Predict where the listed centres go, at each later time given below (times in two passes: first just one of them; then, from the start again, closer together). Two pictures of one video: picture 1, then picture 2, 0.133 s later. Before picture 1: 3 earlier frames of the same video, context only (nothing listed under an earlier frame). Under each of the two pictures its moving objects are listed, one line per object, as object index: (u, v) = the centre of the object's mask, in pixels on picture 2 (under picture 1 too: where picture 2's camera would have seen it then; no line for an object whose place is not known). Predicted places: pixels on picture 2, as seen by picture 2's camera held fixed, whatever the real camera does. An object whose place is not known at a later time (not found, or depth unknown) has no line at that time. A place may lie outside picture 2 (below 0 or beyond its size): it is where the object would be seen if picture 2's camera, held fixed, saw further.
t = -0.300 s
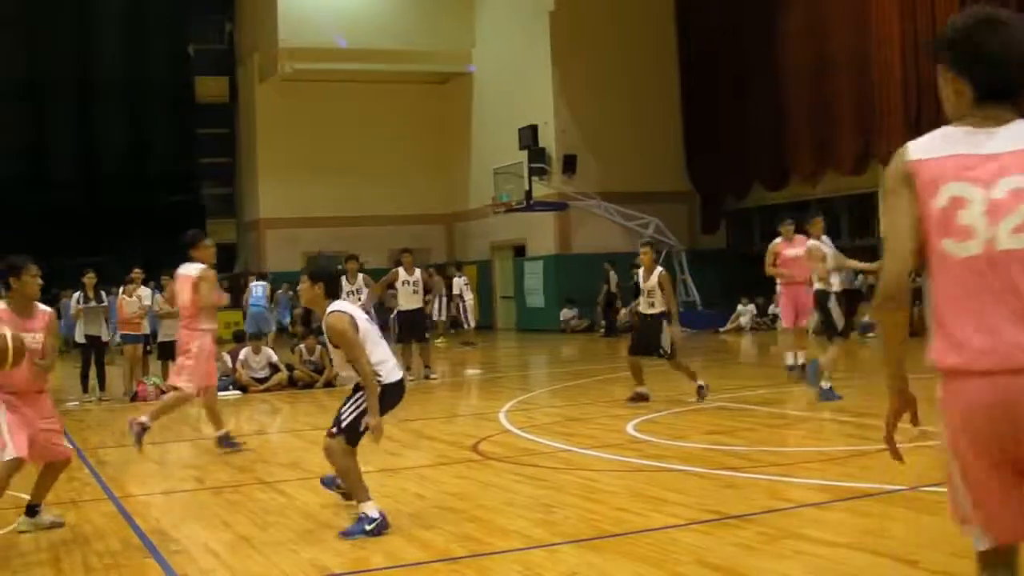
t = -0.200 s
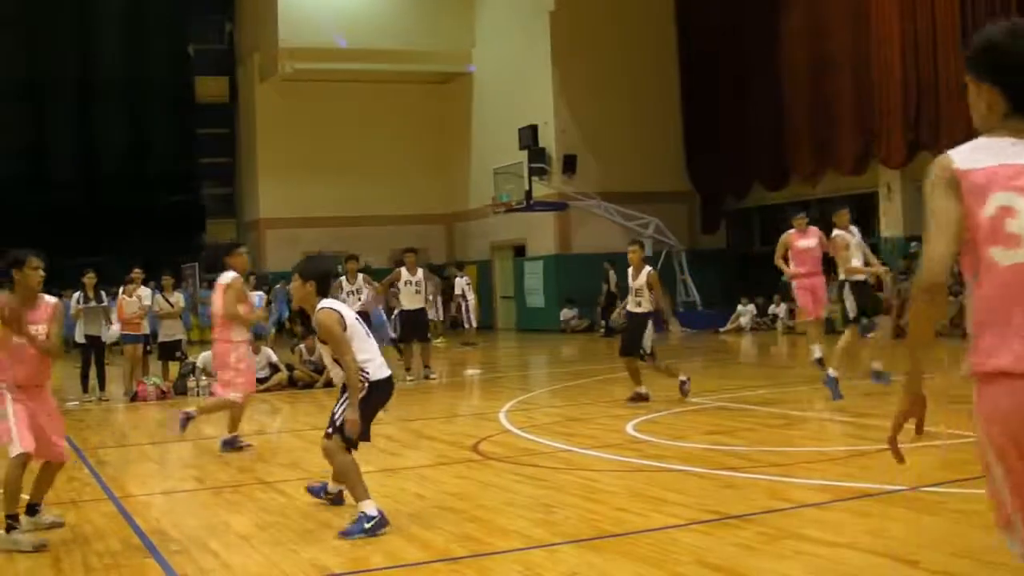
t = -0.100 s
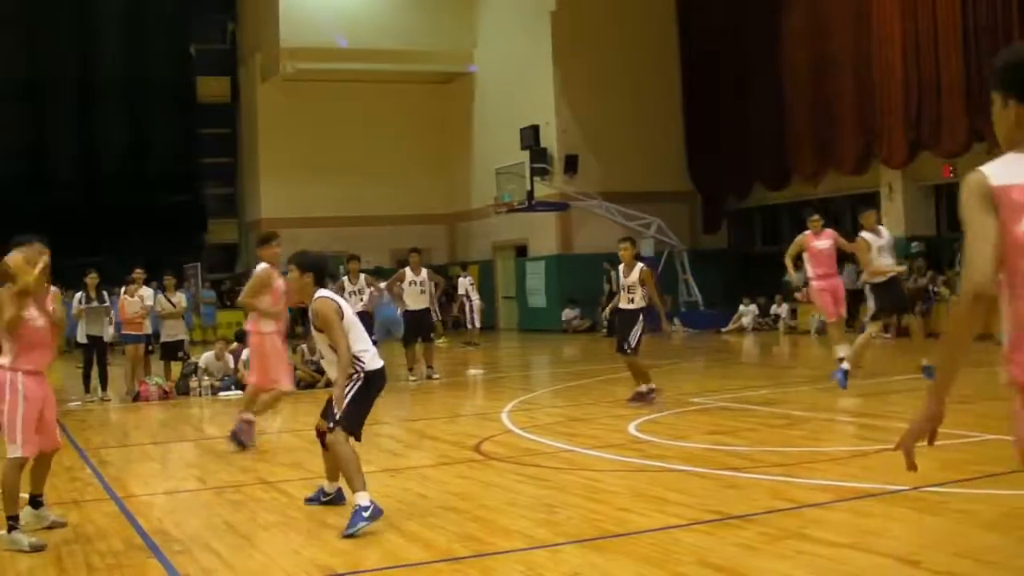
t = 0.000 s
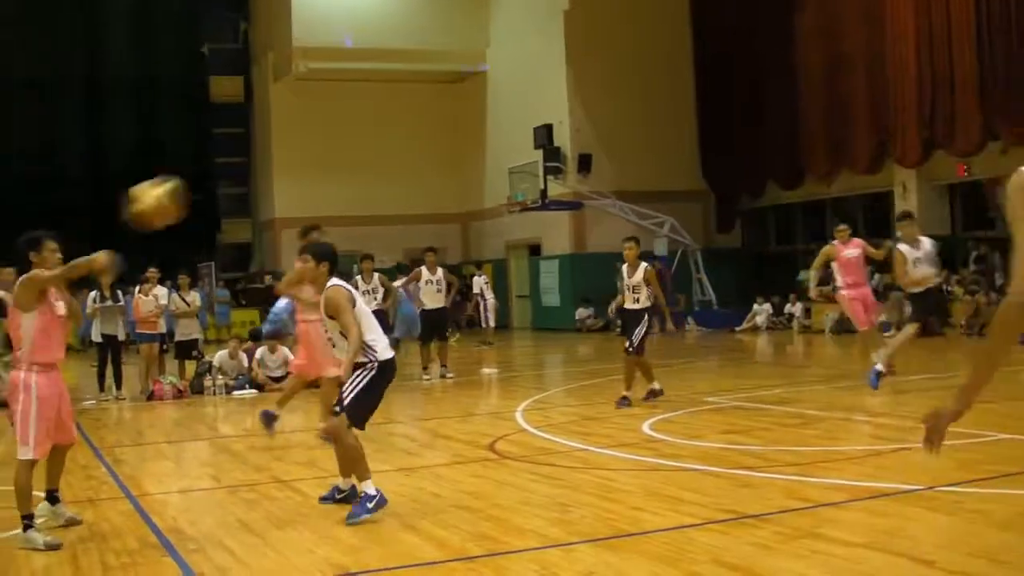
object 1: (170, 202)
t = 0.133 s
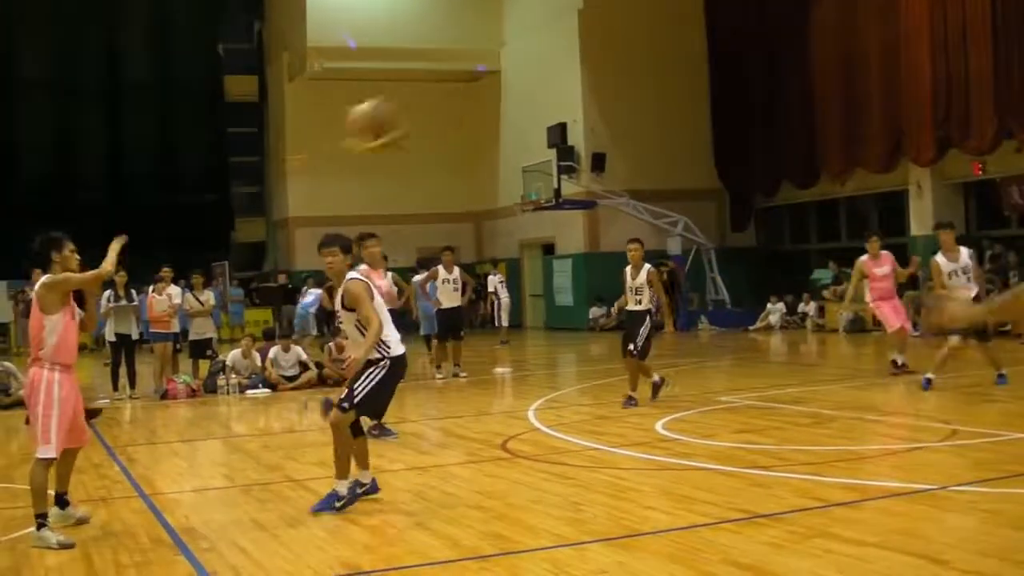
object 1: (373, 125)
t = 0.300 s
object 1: (704, 68)
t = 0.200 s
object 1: (495, 97)
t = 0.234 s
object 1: (554, 89)
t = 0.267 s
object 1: (625, 75)
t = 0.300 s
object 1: (704, 68)
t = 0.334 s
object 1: (775, 66)
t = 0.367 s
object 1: (857, 63)
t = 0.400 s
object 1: (942, 64)
